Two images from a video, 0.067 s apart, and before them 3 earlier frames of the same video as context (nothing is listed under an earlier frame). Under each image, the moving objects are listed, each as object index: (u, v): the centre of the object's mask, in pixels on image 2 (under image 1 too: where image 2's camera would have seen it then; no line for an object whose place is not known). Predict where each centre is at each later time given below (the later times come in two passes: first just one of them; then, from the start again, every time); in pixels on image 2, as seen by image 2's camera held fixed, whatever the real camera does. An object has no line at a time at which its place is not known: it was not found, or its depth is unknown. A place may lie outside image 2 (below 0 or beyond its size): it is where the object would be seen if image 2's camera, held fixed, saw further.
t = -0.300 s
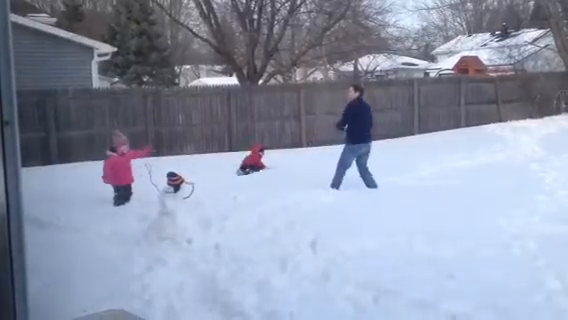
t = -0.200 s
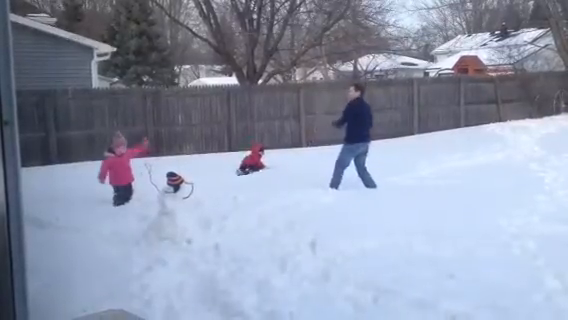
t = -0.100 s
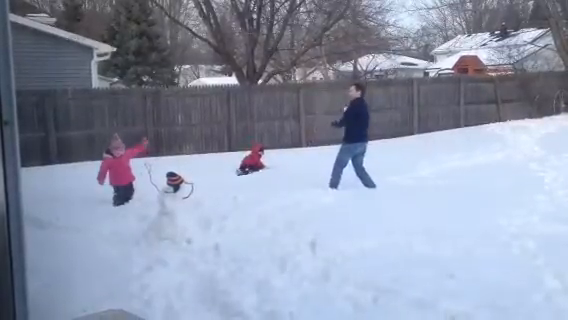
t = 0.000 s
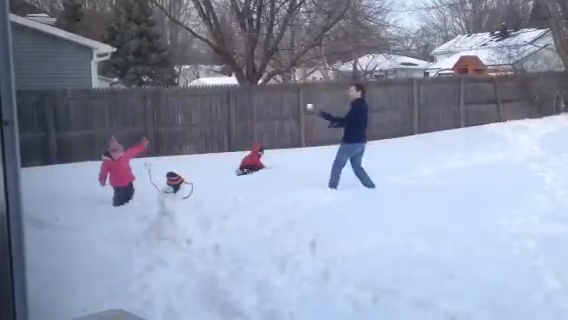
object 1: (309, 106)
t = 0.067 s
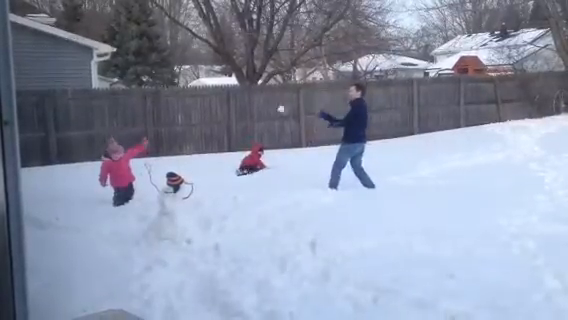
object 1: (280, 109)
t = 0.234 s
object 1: (206, 129)
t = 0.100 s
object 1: (266, 110)
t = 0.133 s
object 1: (252, 114)
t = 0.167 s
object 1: (236, 118)
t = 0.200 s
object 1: (221, 123)
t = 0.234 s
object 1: (206, 129)
